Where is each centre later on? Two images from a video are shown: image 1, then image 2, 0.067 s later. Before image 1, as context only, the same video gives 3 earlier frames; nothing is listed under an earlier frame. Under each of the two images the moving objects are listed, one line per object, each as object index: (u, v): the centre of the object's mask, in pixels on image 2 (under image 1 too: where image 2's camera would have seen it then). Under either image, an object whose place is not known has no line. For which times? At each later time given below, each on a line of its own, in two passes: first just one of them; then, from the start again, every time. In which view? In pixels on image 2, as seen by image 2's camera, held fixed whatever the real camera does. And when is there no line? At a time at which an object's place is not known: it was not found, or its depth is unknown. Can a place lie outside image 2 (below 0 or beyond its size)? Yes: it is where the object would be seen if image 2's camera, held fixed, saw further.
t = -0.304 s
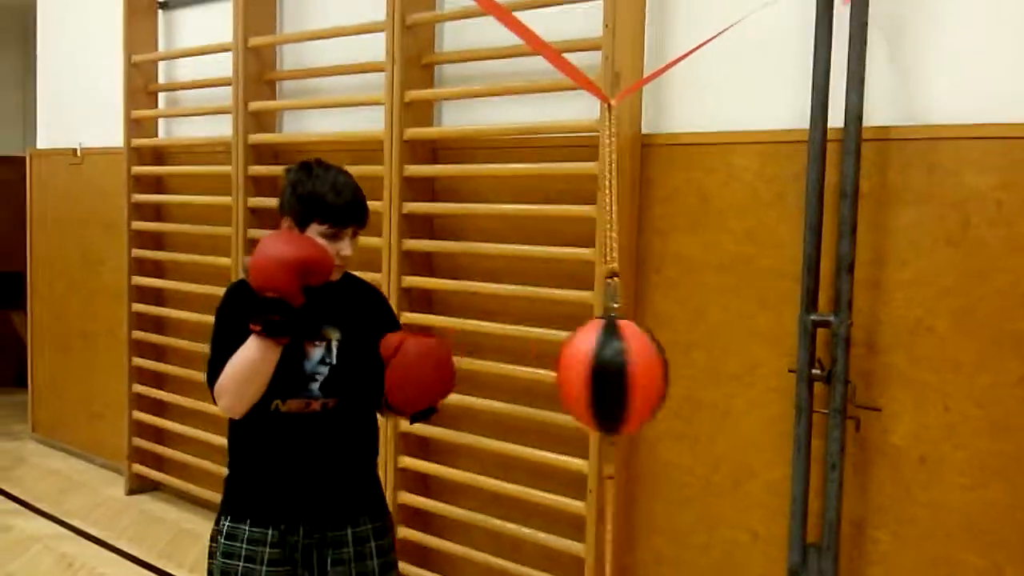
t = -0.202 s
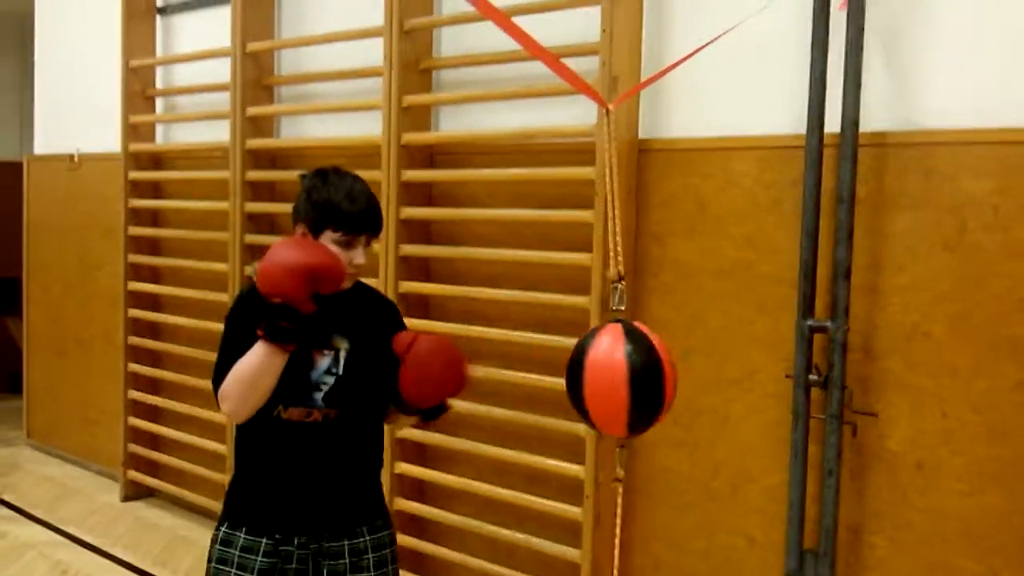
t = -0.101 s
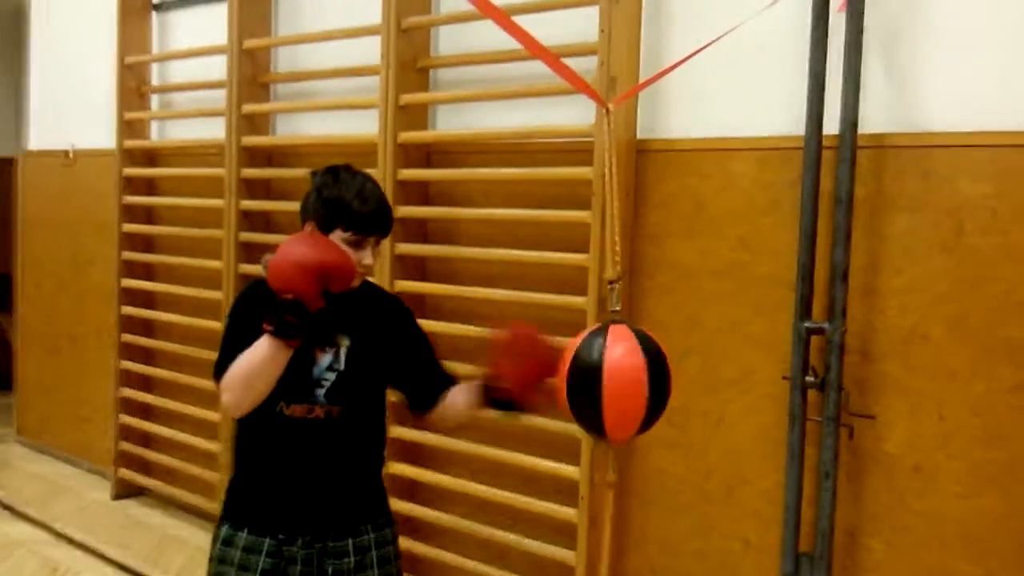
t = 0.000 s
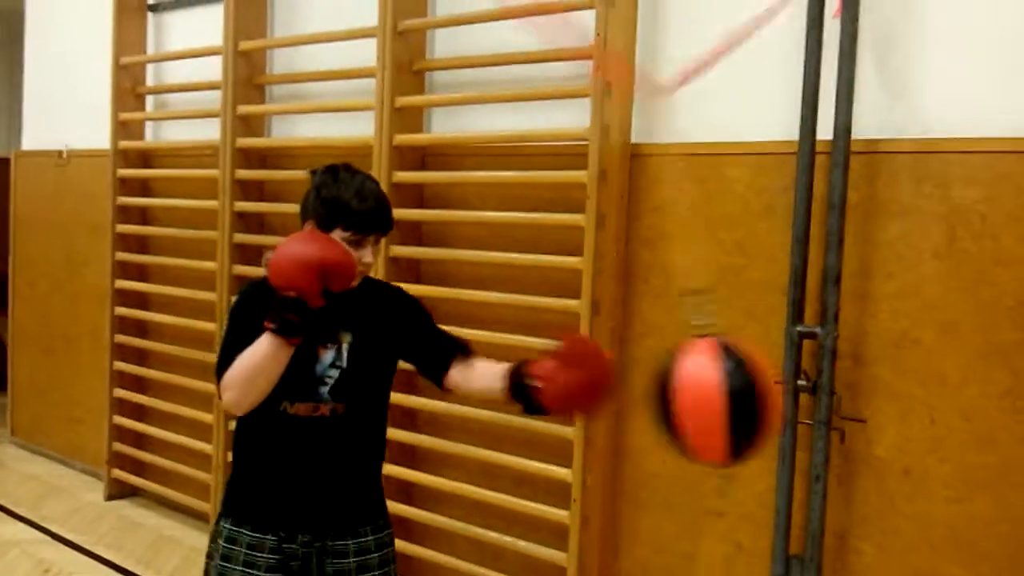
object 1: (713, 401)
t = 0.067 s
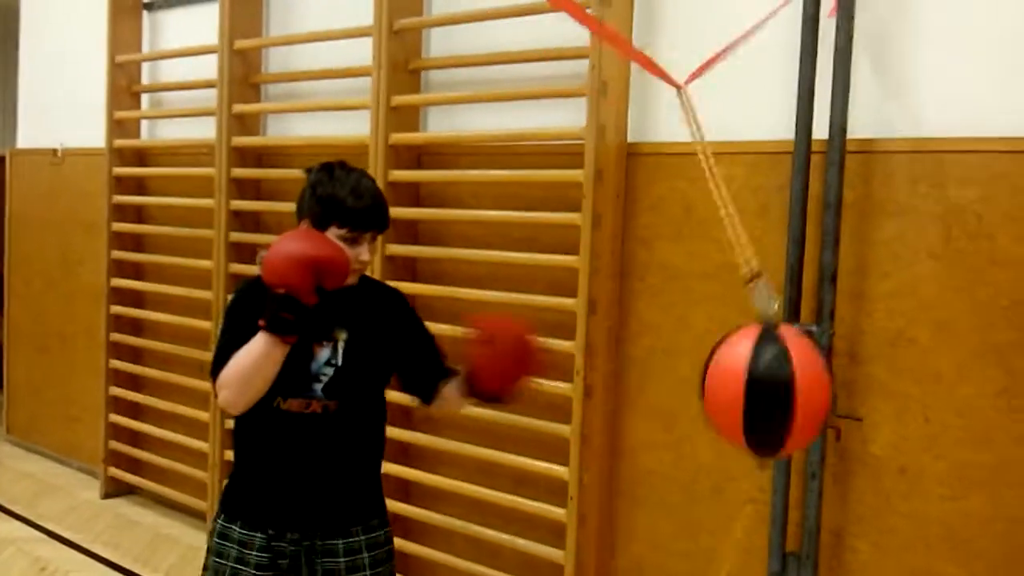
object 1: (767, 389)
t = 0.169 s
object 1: (716, 389)
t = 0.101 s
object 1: (765, 385)
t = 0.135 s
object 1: (744, 385)
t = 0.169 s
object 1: (716, 389)
